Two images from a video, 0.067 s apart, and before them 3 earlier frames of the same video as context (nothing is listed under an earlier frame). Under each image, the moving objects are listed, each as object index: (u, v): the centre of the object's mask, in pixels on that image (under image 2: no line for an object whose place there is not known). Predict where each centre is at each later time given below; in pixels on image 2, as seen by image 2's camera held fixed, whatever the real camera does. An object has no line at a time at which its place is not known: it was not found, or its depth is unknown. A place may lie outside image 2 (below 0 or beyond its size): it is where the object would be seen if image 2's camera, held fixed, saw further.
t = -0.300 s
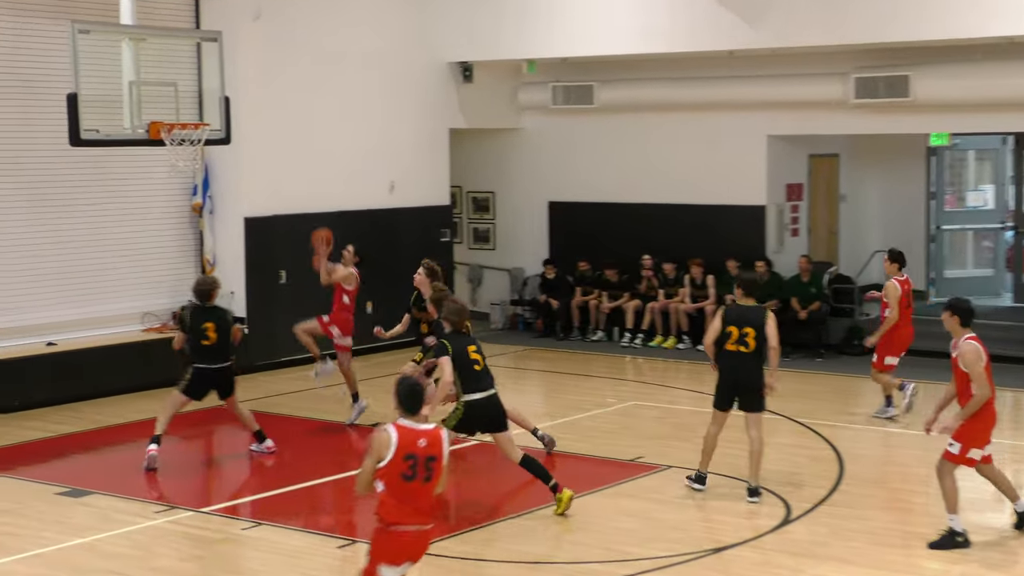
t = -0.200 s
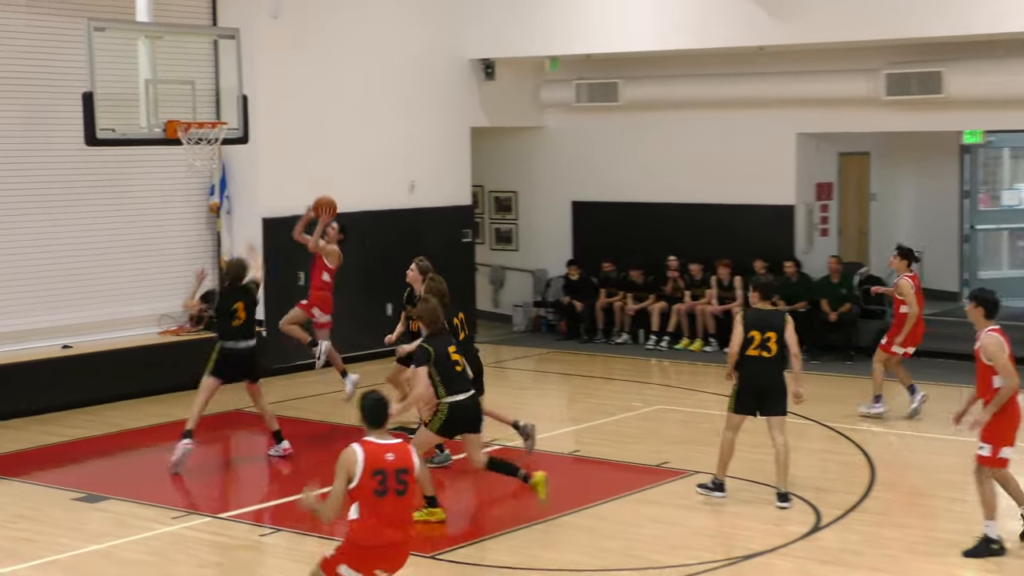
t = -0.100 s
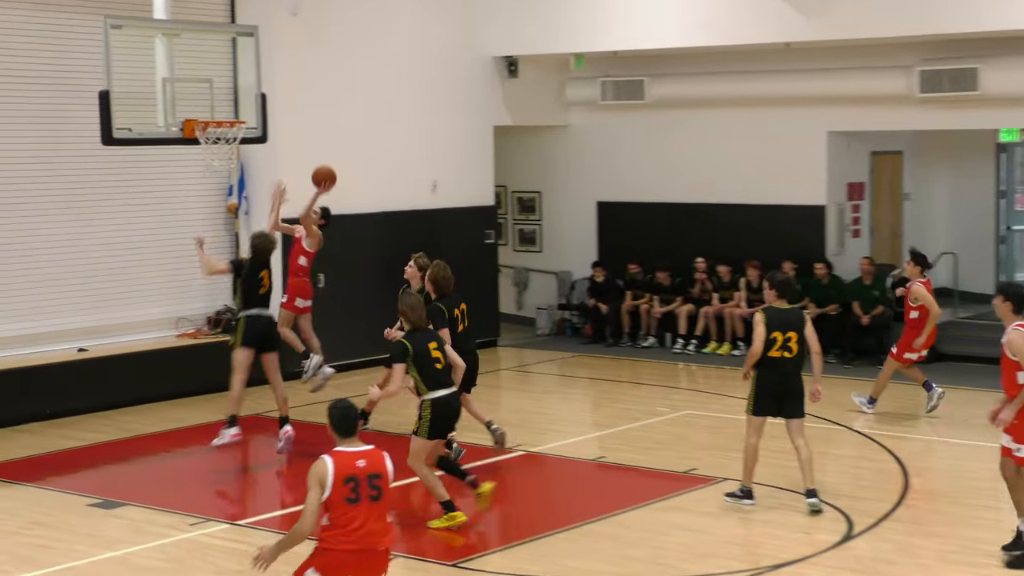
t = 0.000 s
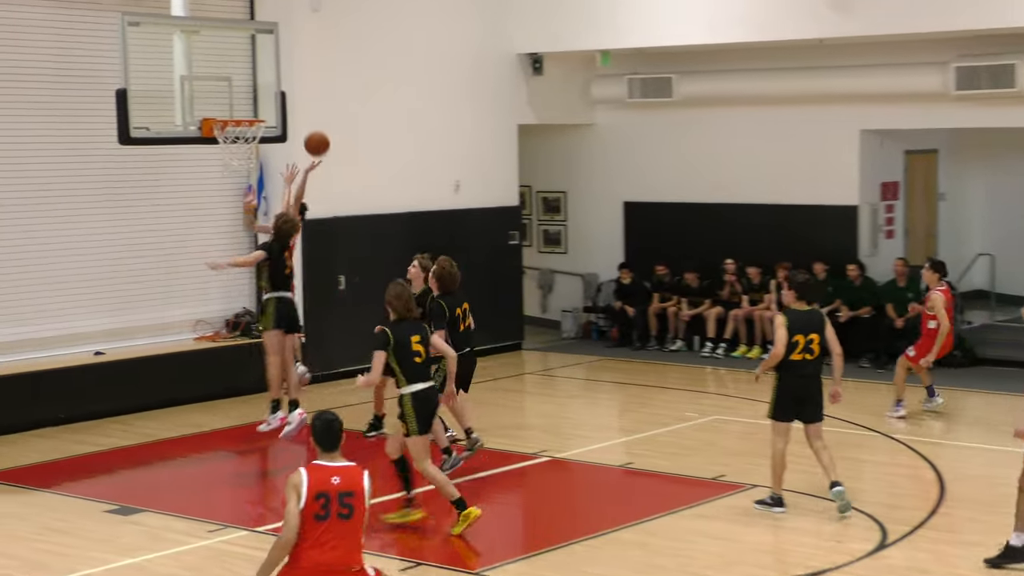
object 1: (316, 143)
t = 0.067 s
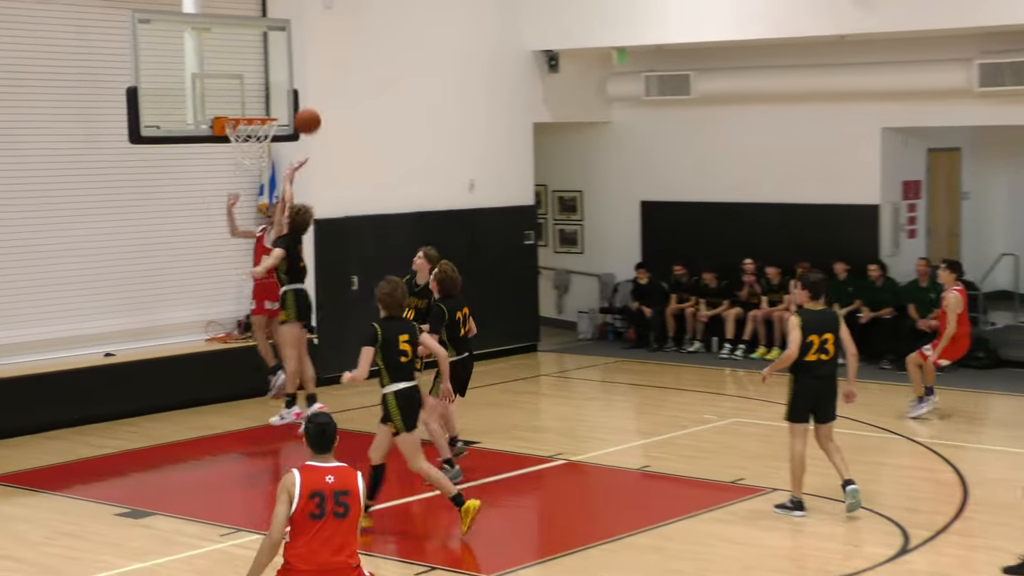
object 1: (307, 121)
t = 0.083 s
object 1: (302, 117)
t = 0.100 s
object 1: (296, 112)
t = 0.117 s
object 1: (291, 108)
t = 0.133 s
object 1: (285, 104)
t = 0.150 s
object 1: (279, 101)
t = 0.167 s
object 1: (274, 98)
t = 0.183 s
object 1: (268, 95)
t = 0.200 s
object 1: (263, 93)
